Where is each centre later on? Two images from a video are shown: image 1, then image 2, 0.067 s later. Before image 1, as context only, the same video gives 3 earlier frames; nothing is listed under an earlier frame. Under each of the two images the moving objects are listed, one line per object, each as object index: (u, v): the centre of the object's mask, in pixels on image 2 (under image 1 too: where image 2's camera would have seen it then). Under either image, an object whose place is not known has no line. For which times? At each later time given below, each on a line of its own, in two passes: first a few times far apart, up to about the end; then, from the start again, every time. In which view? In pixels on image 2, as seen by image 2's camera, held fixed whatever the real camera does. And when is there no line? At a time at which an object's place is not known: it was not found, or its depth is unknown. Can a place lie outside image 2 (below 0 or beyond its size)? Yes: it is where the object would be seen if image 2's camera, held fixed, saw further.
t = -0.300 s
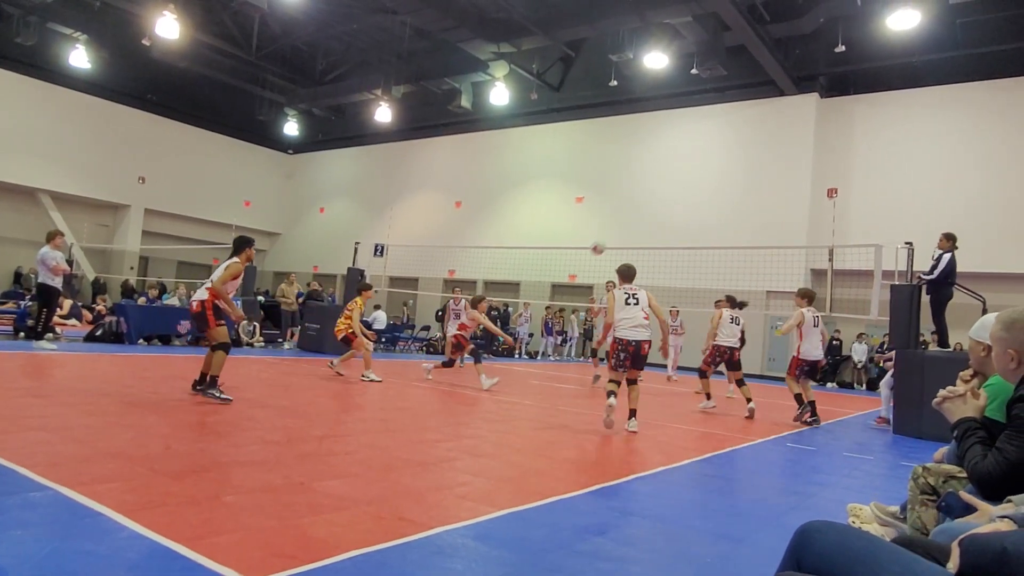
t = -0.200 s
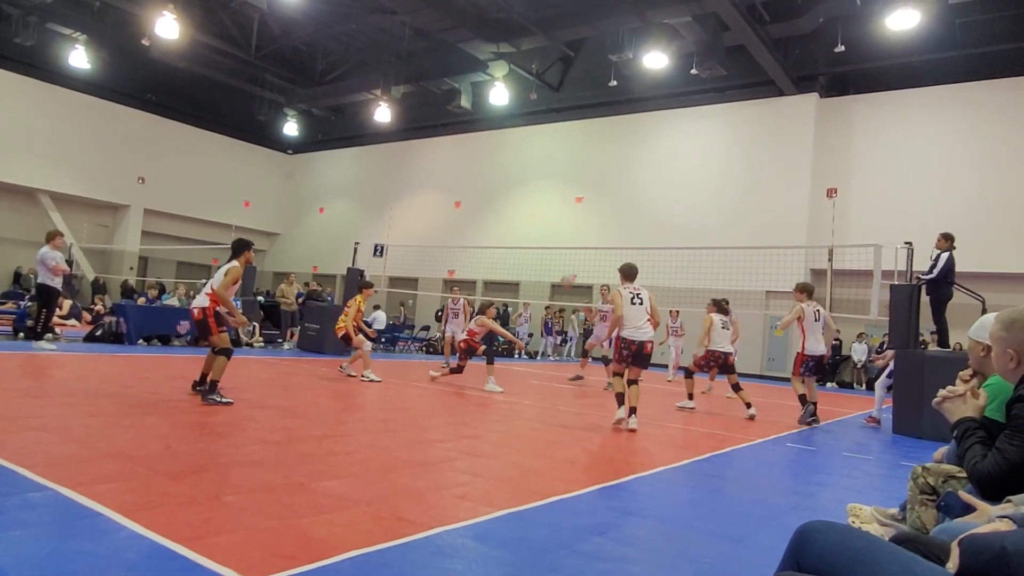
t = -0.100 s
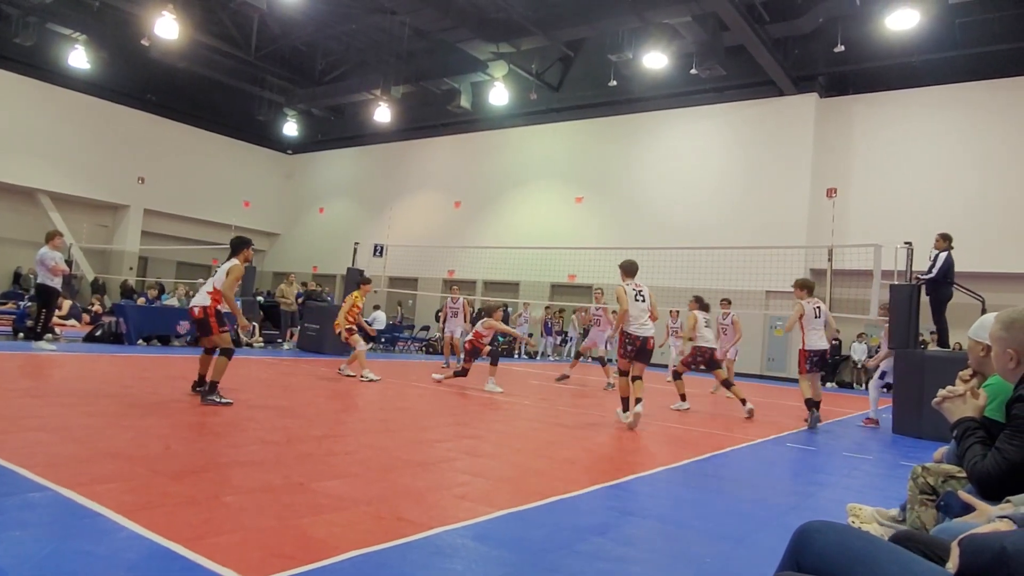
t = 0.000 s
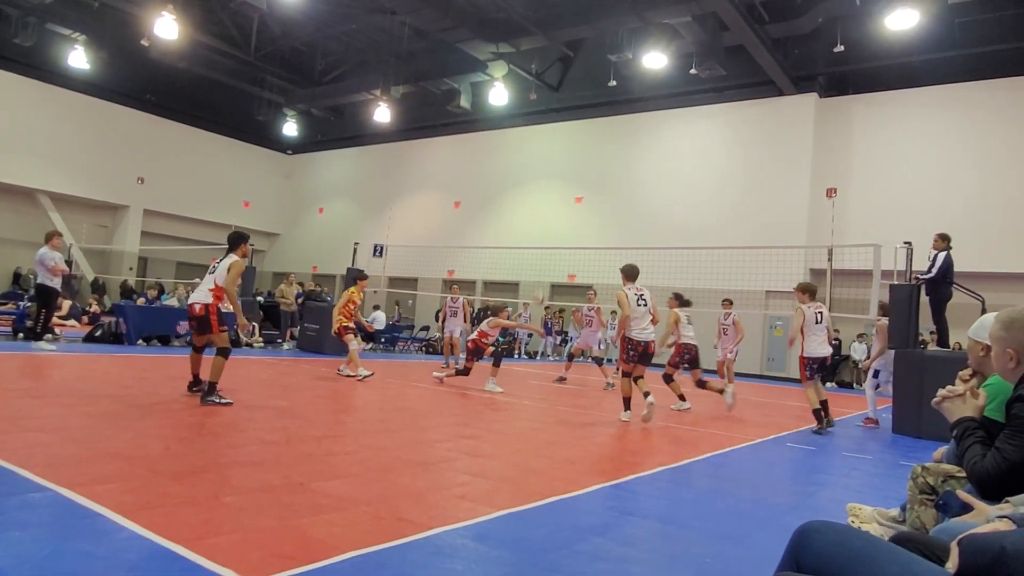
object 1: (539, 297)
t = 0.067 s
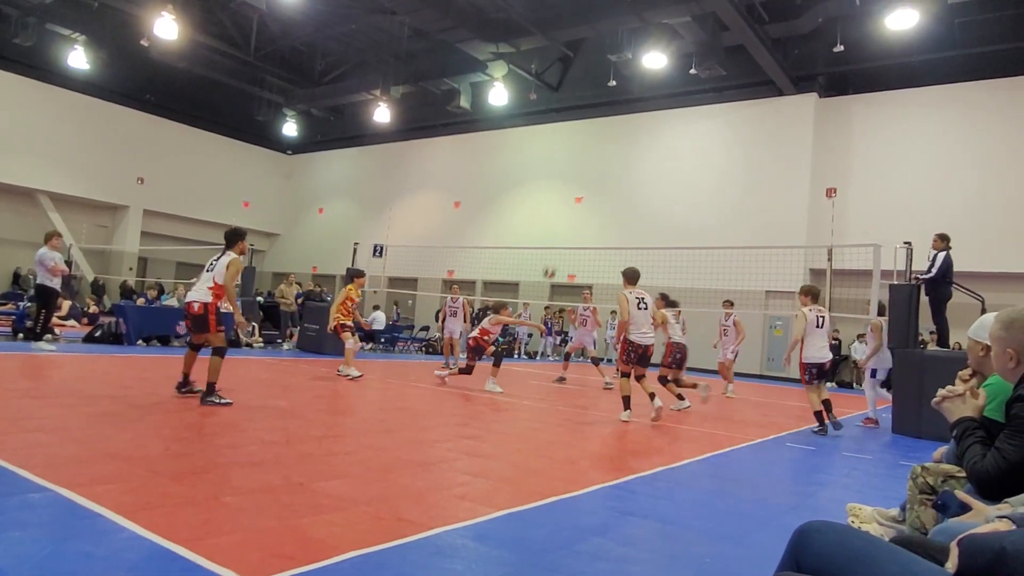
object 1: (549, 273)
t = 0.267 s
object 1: (577, 212)
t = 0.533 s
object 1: (610, 175)
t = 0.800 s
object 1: (640, 184)
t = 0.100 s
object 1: (554, 261)
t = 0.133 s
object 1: (559, 249)
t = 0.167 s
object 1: (563, 239)
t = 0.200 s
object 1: (568, 229)
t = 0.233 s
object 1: (572, 221)
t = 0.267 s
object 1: (577, 212)
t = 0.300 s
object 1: (581, 204)
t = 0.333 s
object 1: (585, 199)
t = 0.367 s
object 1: (589, 194)
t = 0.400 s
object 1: (594, 189)
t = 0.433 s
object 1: (598, 184)
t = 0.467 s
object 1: (602, 181)
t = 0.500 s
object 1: (606, 177)
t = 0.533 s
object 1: (610, 175)
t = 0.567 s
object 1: (614, 173)
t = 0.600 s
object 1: (618, 173)
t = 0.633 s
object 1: (622, 173)
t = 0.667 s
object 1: (625, 173)
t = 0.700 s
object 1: (629, 175)
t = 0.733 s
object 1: (633, 177)
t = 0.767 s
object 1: (637, 180)
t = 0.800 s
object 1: (640, 184)
